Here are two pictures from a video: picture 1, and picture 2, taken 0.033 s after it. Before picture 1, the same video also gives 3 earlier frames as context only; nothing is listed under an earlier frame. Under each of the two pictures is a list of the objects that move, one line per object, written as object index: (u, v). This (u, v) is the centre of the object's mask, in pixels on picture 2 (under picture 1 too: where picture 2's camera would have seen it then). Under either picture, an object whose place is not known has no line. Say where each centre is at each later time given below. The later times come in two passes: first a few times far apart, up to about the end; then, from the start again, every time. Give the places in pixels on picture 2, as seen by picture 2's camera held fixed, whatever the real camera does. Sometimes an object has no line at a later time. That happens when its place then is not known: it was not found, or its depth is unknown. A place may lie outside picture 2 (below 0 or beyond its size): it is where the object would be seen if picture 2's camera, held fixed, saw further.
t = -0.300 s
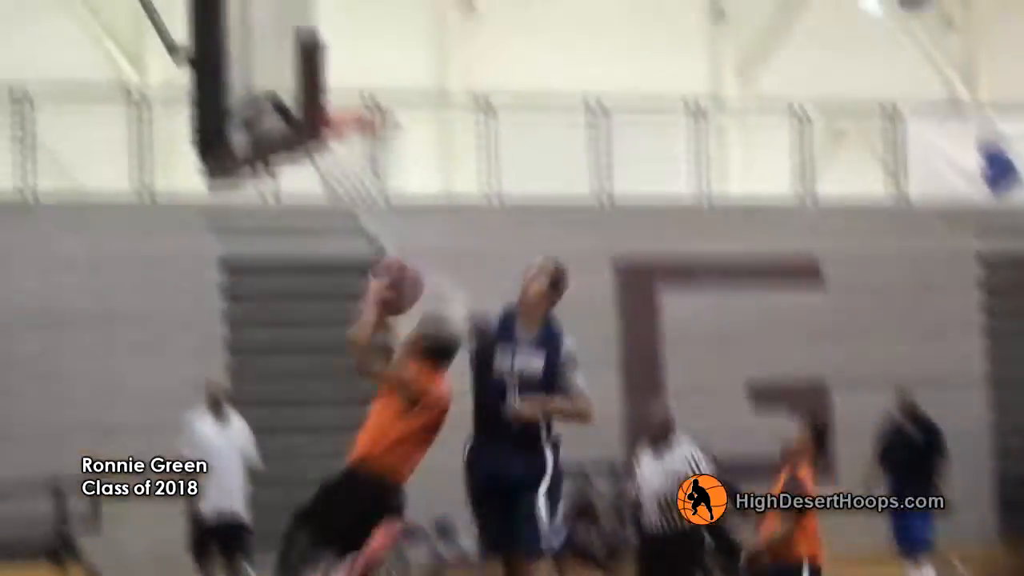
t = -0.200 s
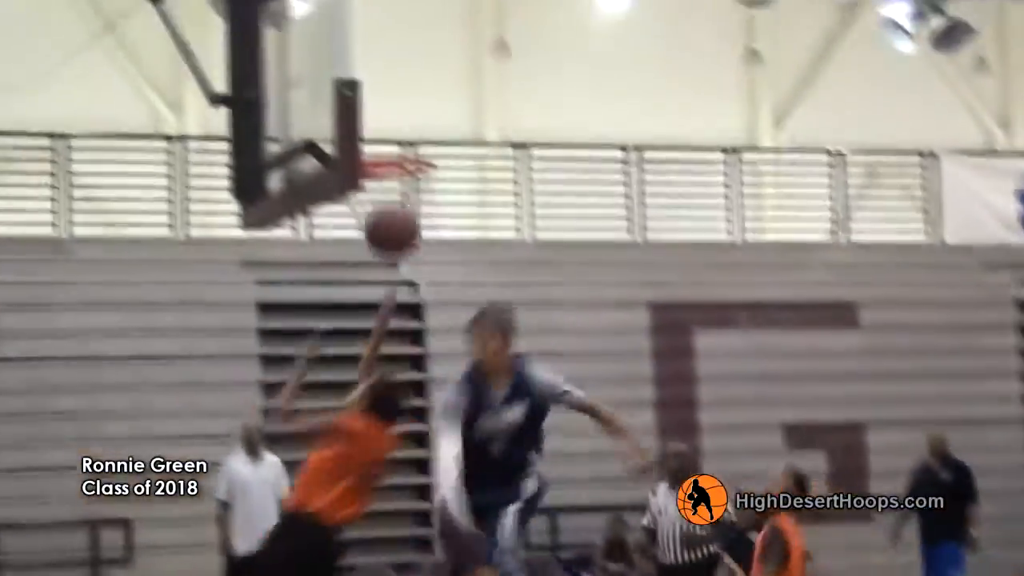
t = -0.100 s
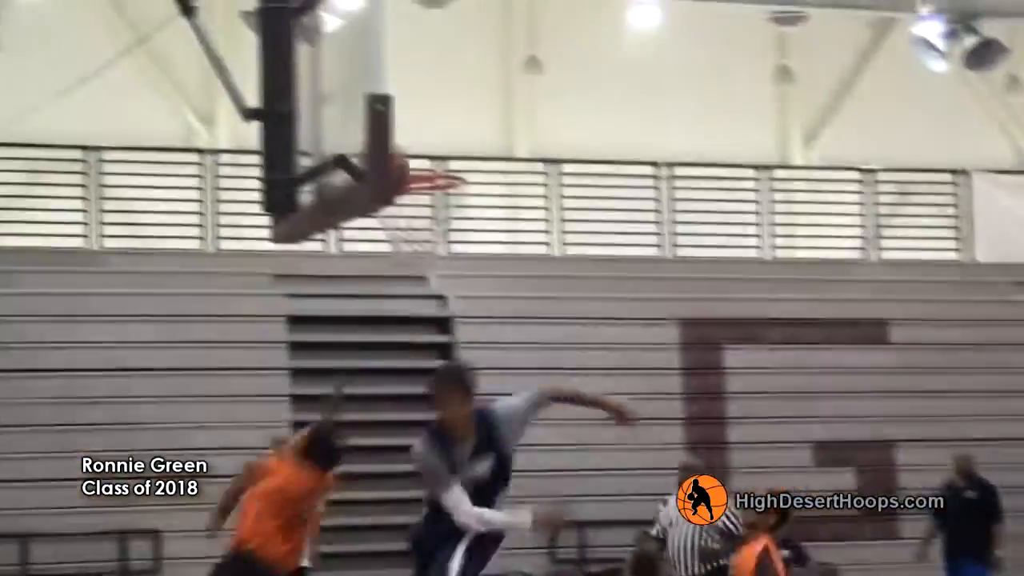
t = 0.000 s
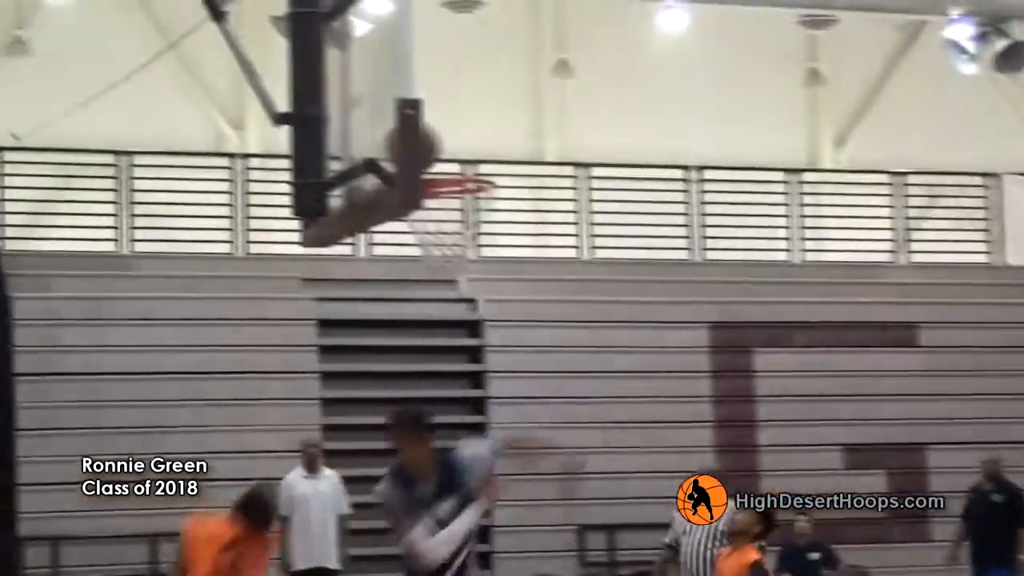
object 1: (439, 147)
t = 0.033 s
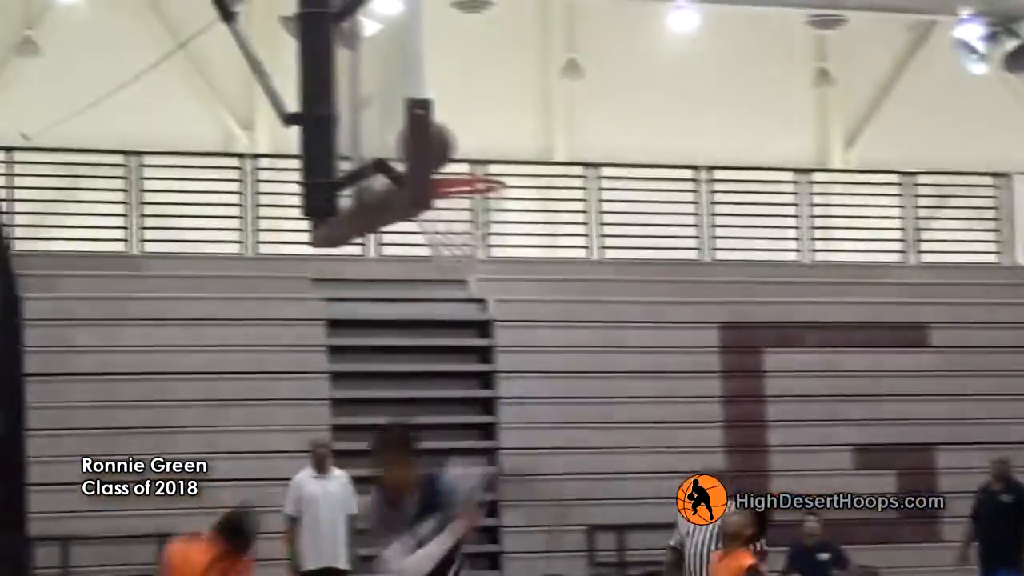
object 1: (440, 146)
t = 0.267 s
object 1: (460, 206)
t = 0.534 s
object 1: (467, 247)
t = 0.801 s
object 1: (448, 369)
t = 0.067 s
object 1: (442, 147)
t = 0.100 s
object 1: (445, 149)
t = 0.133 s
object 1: (447, 154)
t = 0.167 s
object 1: (451, 158)
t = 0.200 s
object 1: (453, 162)
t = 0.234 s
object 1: (455, 189)
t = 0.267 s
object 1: (460, 206)
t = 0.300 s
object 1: (464, 215)
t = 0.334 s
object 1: (467, 228)
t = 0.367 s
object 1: (469, 231)
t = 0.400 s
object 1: (470, 232)
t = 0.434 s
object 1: (470, 233)
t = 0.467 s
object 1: (470, 236)
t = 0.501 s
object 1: (469, 240)
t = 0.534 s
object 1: (467, 247)
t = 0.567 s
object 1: (466, 255)
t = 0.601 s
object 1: (463, 263)
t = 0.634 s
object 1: (461, 278)
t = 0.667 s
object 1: (457, 288)
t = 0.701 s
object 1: (455, 304)
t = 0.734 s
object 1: (450, 324)
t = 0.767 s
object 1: (448, 344)
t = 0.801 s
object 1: (448, 369)
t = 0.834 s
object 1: (443, 393)
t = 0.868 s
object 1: (440, 421)
